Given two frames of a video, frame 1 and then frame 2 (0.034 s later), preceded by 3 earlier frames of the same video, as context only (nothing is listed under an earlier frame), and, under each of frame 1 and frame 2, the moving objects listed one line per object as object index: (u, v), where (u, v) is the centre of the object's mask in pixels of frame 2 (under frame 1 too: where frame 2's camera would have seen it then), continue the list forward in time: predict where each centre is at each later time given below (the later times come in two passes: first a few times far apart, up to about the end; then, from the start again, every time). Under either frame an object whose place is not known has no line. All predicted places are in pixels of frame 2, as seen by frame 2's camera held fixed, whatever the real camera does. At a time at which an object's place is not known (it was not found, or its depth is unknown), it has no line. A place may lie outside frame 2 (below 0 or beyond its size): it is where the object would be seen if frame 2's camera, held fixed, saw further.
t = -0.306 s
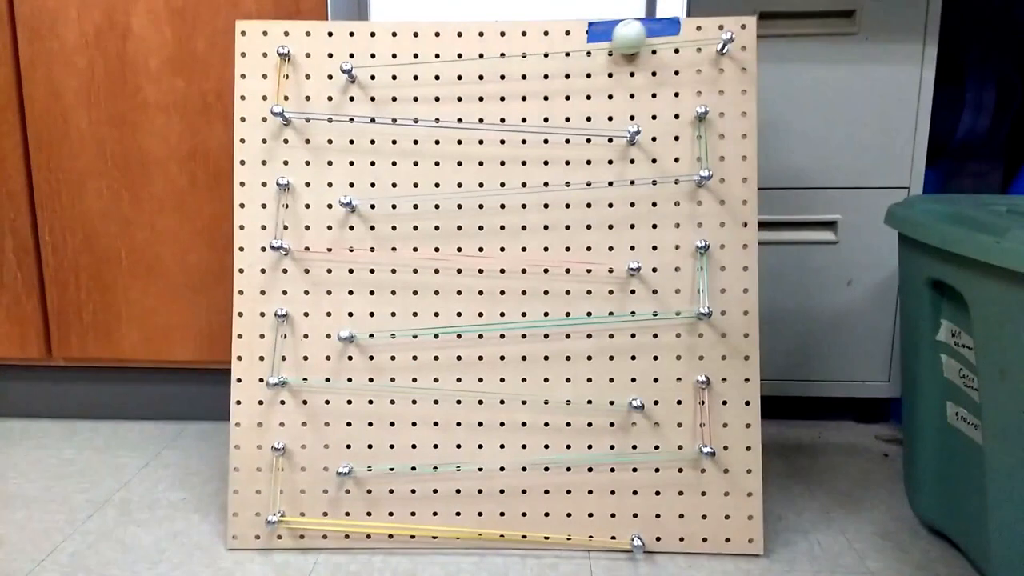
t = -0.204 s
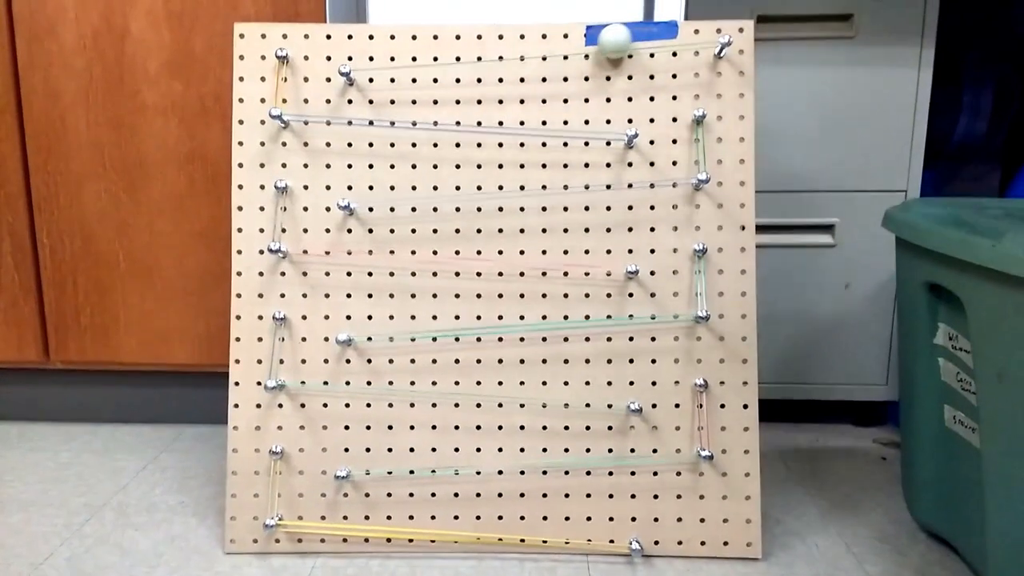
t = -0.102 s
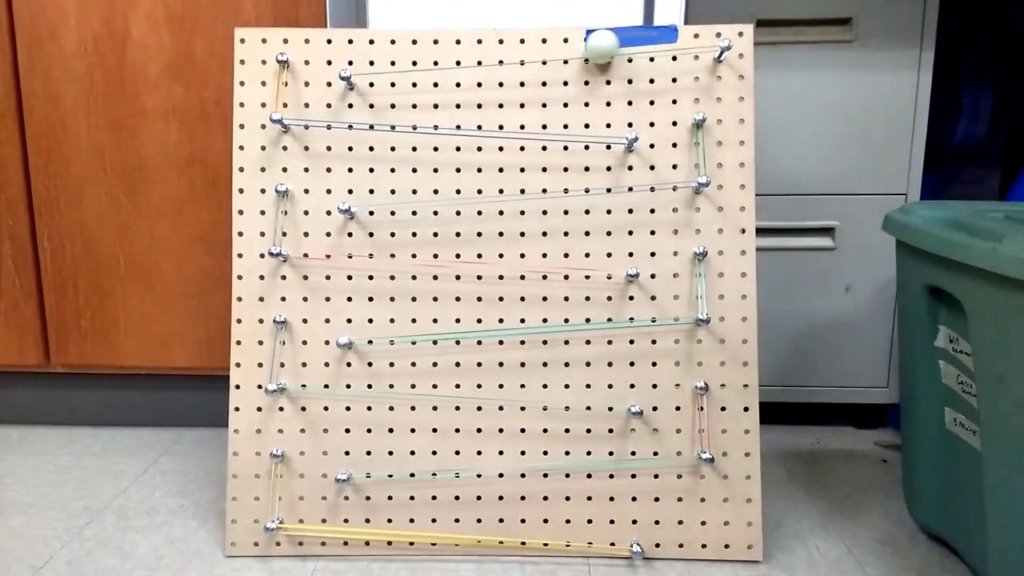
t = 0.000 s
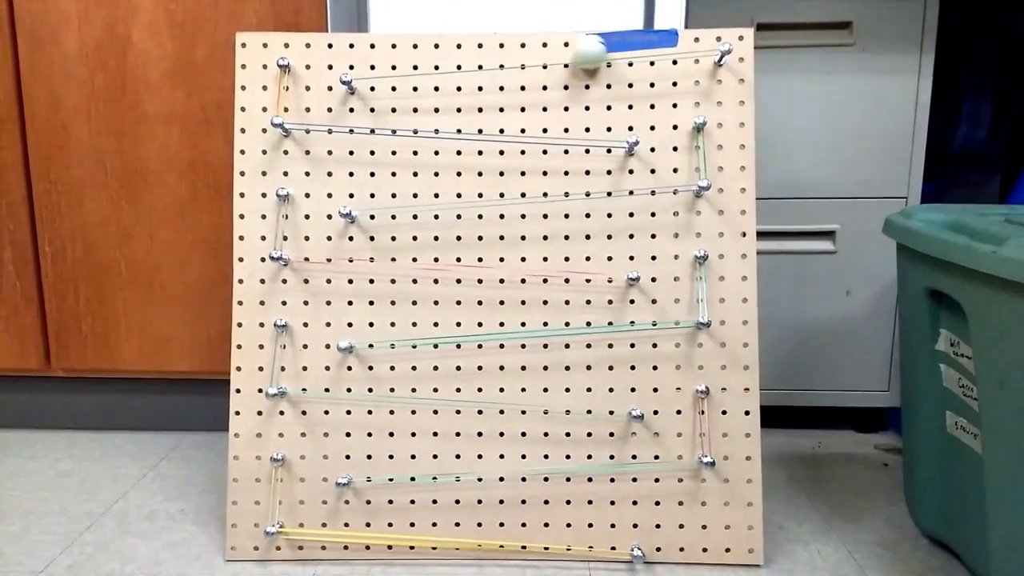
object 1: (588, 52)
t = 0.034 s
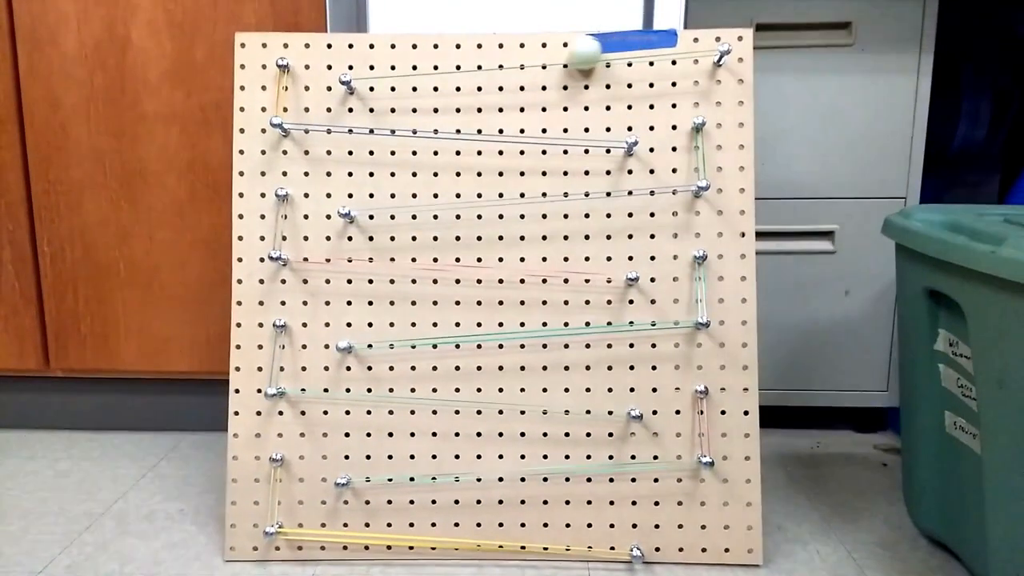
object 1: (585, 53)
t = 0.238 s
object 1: (557, 55)
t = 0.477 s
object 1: (521, 57)
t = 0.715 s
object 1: (481, 61)
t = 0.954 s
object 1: (438, 64)
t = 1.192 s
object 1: (391, 65)
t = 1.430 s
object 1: (336, 66)
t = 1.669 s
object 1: (304, 97)
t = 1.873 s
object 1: (328, 106)
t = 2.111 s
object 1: (358, 113)
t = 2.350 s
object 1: (391, 117)
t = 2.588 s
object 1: (427, 120)
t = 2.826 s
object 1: (458, 122)
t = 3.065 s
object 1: (492, 125)
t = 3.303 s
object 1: (524, 126)
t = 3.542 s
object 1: (555, 127)
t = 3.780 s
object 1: (585, 127)
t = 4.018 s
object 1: (615, 128)
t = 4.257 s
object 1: (651, 143)
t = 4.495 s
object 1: (669, 177)
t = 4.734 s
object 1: (669, 177)
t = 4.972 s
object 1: (659, 178)
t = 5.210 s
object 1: (639, 180)
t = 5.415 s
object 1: (618, 182)
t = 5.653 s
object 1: (589, 185)
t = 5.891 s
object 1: (557, 188)
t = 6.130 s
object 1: (524, 191)
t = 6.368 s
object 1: (492, 194)
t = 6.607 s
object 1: (459, 196)
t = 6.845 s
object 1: (425, 197)
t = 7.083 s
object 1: (388, 199)
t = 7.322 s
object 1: (353, 197)
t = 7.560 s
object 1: (317, 242)
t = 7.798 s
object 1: (300, 241)
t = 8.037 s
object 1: (302, 242)
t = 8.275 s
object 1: (312, 242)
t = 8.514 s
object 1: (327, 243)
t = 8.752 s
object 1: (345, 246)
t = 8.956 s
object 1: (366, 247)
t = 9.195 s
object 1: (391, 248)
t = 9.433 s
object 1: (416, 250)
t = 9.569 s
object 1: (431, 250)
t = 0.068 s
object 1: (581, 54)
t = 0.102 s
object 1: (577, 53)
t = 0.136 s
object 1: (570, 53)
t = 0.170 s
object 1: (566, 53)
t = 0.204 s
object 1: (562, 55)
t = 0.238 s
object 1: (557, 55)
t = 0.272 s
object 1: (551, 55)
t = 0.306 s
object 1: (546, 56)
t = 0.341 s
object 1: (542, 56)
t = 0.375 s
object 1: (537, 57)
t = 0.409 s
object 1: (532, 57)
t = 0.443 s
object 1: (528, 57)
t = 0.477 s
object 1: (521, 57)
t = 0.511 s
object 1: (517, 58)
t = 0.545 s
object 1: (510, 59)
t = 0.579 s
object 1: (504, 59)
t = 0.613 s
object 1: (499, 59)
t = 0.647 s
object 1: (495, 60)
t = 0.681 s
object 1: (488, 61)
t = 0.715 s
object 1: (481, 61)
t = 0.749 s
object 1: (476, 61)
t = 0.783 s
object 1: (470, 61)
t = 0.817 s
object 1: (464, 62)
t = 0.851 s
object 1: (457, 62)
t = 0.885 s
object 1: (452, 62)
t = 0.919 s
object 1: (445, 63)
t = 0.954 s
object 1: (438, 64)
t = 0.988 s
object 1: (433, 63)
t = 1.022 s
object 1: (425, 64)
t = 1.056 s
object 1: (419, 64)
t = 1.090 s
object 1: (411, 64)
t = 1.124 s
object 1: (404, 65)
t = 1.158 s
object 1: (398, 65)
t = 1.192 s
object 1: (391, 65)
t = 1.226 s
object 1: (383, 66)
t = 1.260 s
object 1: (375, 66)
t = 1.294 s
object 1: (368, 66)
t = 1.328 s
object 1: (361, 65)
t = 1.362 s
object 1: (354, 64)
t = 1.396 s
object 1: (344, 63)
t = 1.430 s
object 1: (336, 66)
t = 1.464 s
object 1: (326, 79)
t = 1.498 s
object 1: (318, 99)
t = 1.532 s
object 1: (309, 110)
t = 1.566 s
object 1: (306, 96)
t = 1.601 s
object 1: (302, 91)
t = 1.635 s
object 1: (301, 92)
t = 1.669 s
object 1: (304, 97)
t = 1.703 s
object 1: (308, 111)
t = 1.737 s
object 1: (311, 108)
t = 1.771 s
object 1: (314, 102)
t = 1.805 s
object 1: (319, 108)
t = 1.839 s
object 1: (323, 109)
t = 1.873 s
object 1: (328, 106)
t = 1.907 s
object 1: (330, 110)
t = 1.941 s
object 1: (336, 110)
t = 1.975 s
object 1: (341, 109)
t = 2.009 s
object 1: (345, 112)
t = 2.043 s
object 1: (349, 111)
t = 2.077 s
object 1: (353, 113)
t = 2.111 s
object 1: (358, 113)
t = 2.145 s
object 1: (363, 113)
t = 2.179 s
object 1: (368, 115)
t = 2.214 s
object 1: (371, 116)
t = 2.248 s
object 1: (377, 115)
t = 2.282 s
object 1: (383, 116)
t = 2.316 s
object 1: (388, 117)
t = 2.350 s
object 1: (391, 117)
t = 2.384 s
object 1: (396, 117)
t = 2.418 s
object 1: (401, 118)
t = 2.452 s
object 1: (407, 118)
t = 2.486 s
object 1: (413, 119)
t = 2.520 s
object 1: (416, 119)
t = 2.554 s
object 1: (421, 119)
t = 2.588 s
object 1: (427, 120)
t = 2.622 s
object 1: (432, 121)
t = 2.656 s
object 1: (436, 121)
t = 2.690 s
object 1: (439, 121)
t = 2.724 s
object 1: (444, 121)
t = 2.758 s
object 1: (449, 121)
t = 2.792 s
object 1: (454, 122)
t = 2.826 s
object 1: (458, 122)
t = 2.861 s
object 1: (462, 123)
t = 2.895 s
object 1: (468, 123)
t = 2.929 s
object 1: (474, 123)
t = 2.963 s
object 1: (478, 123)
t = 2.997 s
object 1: (482, 123)
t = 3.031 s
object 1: (487, 124)
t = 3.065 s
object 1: (492, 125)
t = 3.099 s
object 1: (496, 124)
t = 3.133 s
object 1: (502, 125)
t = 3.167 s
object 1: (505, 125)
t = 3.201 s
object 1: (510, 126)
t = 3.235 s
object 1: (515, 126)
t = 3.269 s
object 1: (519, 126)
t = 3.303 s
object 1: (524, 126)
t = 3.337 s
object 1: (528, 126)
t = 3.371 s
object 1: (532, 127)
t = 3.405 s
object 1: (538, 126)
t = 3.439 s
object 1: (542, 126)
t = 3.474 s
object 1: (546, 127)
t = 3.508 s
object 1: (549, 127)
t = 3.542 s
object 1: (555, 127)
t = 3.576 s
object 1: (559, 126)
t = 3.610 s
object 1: (564, 127)
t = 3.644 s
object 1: (568, 127)
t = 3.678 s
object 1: (572, 127)
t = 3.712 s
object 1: (576, 127)
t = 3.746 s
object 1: (581, 127)
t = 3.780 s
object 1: (585, 127)
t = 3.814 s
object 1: (591, 127)
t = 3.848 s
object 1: (594, 127)
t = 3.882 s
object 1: (598, 128)
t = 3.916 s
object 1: (603, 127)
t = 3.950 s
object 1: (606, 128)
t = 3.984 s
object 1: (611, 129)
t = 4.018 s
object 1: (615, 128)
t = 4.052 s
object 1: (618, 129)
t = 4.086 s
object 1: (624, 127)
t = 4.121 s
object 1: (627, 127)
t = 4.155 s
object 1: (631, 127)
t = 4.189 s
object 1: (637, 127)
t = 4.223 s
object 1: (645, 132)
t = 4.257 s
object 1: (651, 143)
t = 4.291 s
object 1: (656, 159)
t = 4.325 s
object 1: (661, 180)
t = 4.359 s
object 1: (662, 177)
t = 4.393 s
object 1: (664, 177)
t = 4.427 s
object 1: (666, 177)
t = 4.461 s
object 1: (668, 177)
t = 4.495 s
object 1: (669, 177)
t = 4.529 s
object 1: (670, 177)
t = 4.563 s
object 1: (670, 177)
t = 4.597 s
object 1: (670, 177)
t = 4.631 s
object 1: (670, 177)
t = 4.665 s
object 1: (670, 177)
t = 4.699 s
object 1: (670, 177)
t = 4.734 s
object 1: (669, 177)
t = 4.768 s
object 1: (668, 177)
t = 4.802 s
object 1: (667, 177)
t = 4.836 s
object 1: (666, 177)
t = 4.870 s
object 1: (664, 177)
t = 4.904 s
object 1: (662, 177)
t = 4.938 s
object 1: (661, 177)
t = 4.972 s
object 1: (659, 178)
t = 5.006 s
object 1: (656, 178)
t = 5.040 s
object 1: (654, 178)
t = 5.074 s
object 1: (651, 178)
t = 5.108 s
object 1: (648, 179)
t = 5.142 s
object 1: (645, 179)
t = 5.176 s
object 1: (642, 179)
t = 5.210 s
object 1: (639, 180)
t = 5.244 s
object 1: (636, 180)
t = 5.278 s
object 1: (632, 180)
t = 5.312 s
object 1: (629, 181)
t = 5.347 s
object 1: (625, 181)
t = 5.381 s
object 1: (621, 181)
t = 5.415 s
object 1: (618, 182)
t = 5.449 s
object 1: (614, 182)
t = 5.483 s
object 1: (610, 183)
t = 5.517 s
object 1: (607, 183)
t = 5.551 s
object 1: (603, 184)
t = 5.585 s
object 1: (598, 184)
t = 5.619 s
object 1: (593, 185)
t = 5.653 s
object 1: (589, 185)
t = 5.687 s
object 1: (586, 186)
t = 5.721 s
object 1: (581, 186)
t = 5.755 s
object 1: (576, 186)
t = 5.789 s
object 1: (571, 187)
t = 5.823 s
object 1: (567, 187)
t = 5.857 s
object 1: (562, 187)
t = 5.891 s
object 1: (557, 188)
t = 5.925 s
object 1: (553, 188)
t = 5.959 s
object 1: (548, 189)
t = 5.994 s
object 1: (544, 189)
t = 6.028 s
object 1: (540, 189)
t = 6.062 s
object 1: (535, 190)
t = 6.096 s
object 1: (530, 190)
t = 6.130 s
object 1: (524, 191)
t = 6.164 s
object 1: (521, 191)
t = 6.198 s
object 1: (516, 191)
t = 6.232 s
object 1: (511, 192)
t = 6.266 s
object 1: (506, 192)
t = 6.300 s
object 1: (501, 193)
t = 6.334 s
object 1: (497, 193)
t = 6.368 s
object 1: (492, 194)
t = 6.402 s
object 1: (487, 194)
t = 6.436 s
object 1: (481, 194)
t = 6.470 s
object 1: (478, 194)
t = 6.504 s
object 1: (473, 194)
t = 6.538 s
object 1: (468, 195)
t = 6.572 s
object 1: (463, 195)
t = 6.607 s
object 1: (459, 196)
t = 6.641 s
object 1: (454, 195)
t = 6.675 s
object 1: (450, 196)
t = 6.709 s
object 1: (445, 197)
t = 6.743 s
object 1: (439, 197)
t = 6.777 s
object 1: (436, 197)
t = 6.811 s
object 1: (430, 198)
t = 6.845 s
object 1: (425, 197)
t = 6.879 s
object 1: (420, 197)
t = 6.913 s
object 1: (415, 197)
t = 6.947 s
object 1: (409, 198)
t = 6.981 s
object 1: (405, 199)
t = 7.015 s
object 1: (399, 198)
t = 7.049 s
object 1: (394, 198)
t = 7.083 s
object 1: (388, 199)
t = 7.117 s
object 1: (383, 199)
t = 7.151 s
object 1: (377, 200)
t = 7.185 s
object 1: (371, 200)
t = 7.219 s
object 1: (365, 200)
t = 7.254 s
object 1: (361, 200)
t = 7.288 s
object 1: (356, 198)
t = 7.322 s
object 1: (353, 197)
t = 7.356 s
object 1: (349, 197)
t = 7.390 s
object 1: (347, 196)
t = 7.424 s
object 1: (343, 196)
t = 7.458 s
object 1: (336, 198)
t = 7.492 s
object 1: (328, 206)
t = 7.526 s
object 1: (324, 221)
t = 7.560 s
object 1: (317, 242)
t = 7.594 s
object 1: (313, 234)
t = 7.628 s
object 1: (312, 228)
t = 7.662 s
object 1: (309, 229)
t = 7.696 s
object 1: (307, 238)
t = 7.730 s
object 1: (305, 239)
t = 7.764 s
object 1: (302, 239)
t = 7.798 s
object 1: (300, 241)
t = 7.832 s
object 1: (300, 240)
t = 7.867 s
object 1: (301, 241)
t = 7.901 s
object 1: (301, 241)
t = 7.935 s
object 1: (301, 241)
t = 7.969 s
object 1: (301, 241)
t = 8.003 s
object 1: (302, 241)
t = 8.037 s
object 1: (302, 242)
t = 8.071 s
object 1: (303, 242)
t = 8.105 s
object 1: (304, 242)
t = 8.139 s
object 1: (305, 242)
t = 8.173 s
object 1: (307, 242)
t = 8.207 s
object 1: (308, 242)
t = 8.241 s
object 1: (310, 242)
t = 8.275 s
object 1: (312, 242)
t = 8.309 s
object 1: (314, 242)
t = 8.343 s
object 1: (316, 242)
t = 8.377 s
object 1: (318, 242)
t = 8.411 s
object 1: (321, 242)
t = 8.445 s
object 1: (323, 242)
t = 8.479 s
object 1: (325, 243)
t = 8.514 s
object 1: (327, 243)
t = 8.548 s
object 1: (329, 244)
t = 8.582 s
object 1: (331, 244)
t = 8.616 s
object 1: (334, 245)
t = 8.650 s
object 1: (337, 245)
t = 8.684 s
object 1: (339, 245)
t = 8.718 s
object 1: (343, 245)
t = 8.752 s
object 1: (345, 246)
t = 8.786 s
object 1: (348, 246)
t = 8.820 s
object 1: (351, 245)
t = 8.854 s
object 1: (355, 246)
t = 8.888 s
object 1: (358, 247)
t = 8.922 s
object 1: (362, 247)
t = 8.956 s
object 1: (366, 247)
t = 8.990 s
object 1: (368, 248)
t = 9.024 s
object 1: (373, 247)
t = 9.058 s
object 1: (377, 247)
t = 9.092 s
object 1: (380, 248)
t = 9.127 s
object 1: (384, 248)
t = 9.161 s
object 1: (387, 248)
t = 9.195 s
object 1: (391, 248)
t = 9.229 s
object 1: (394, 249)
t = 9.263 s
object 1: (397, 250)
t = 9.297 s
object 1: (401, 249)
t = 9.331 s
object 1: (405, 249)
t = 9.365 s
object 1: (409, 249)
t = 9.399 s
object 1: (411, 249)
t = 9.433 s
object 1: (416, 250)
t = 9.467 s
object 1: (420, 249)
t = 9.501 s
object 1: (424, 249)
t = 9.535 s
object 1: (427, 250)
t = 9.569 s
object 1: (431, 250)
